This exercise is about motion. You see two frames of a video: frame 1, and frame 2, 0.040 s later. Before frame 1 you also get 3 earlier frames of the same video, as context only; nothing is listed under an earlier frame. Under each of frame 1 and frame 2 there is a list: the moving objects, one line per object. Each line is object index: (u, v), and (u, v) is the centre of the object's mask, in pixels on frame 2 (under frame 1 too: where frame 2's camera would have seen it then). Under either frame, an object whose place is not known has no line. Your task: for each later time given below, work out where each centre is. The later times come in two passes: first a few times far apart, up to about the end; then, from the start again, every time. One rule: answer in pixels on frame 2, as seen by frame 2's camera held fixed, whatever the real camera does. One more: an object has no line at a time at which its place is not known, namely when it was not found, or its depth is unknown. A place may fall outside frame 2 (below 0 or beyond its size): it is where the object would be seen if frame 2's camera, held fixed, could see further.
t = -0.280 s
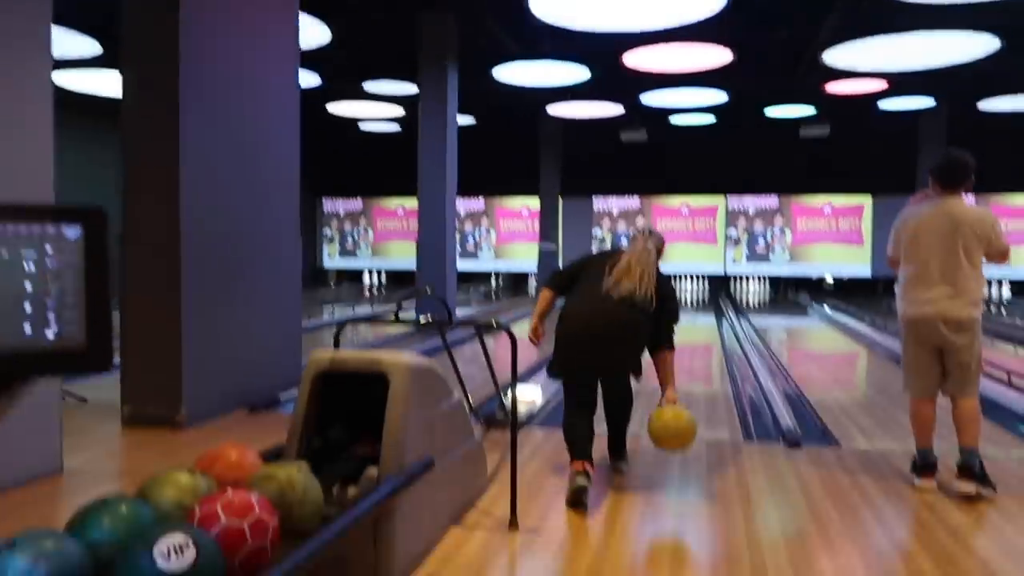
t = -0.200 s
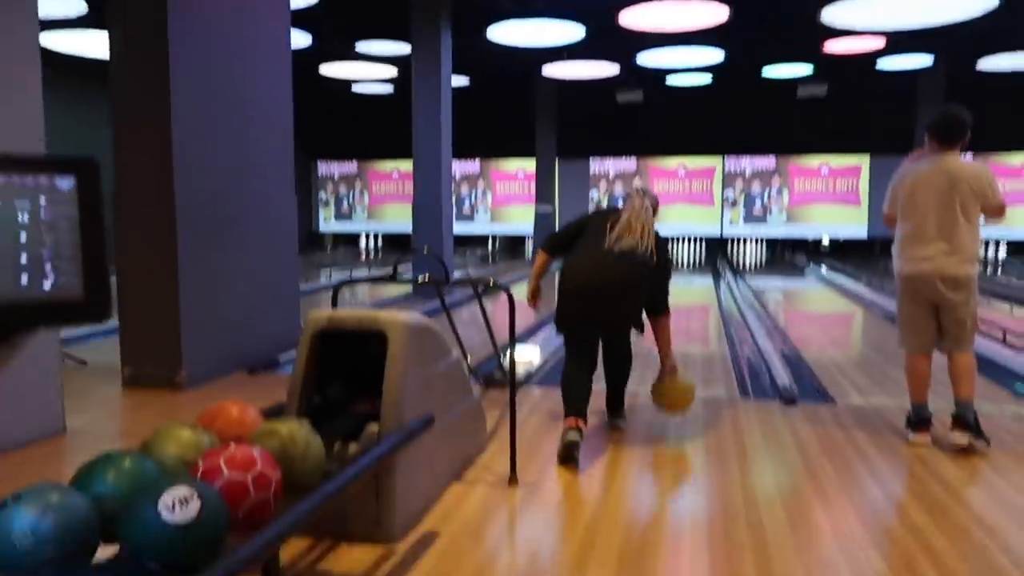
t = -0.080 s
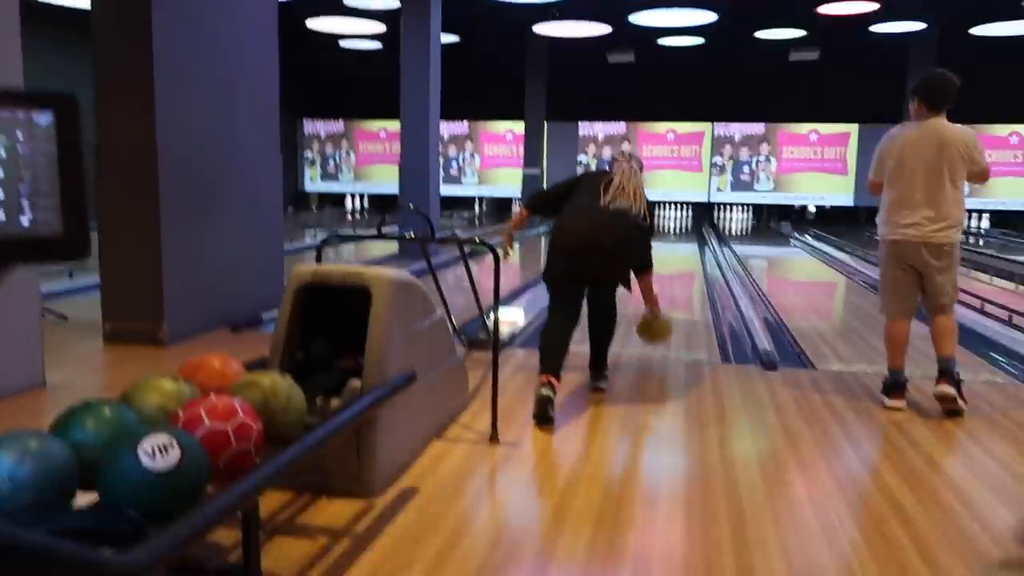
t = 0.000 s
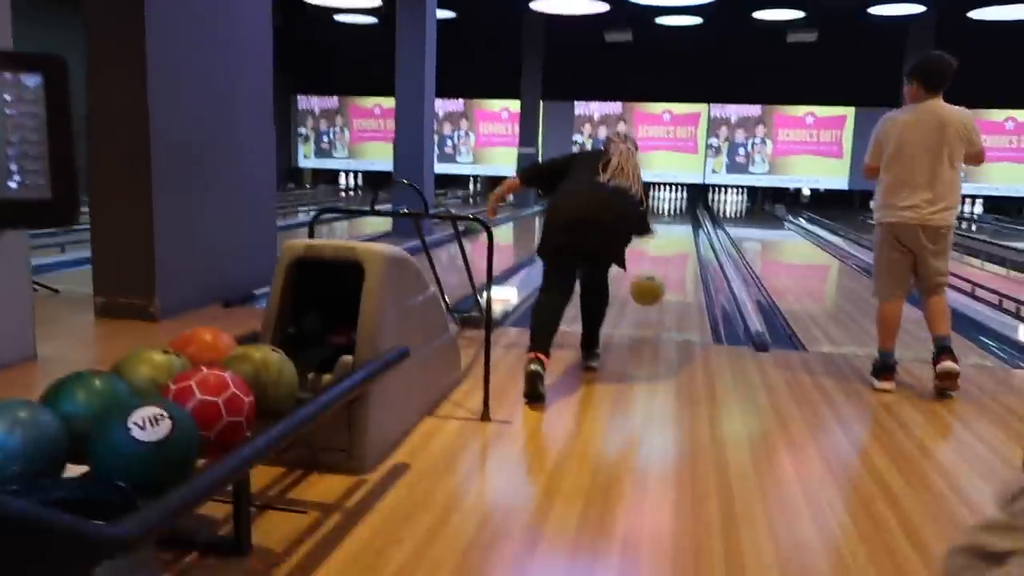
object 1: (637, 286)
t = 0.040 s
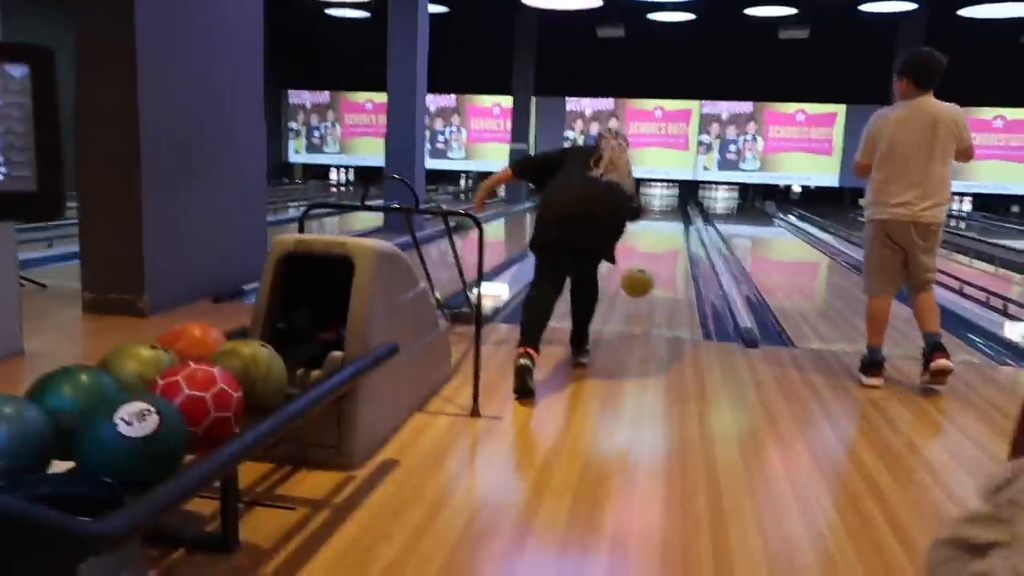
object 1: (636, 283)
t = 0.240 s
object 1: (638, 273)
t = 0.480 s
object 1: (638, 254)
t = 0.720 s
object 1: (640, 241)
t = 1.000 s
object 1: (641, 230)
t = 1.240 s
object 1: (643, 226)
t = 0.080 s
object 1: (636, 281)
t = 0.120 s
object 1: (636, 282)
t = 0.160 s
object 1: (636, 283)
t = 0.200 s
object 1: (637, 277)
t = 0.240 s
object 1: (638, 273)
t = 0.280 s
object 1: (638, 270)
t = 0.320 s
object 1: (638, 266)
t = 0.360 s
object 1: (638, 264)
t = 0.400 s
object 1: (638, 260)
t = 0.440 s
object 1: (638, 257)
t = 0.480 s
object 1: (638, 254)
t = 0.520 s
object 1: (639, 252)
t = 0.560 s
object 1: (639, 249)
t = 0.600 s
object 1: (639, 247)
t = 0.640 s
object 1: (639, 245)
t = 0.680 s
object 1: (639, 242)
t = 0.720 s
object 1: (640, 241)
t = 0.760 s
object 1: (640, 238)
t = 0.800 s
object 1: (640, 237)
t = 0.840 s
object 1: (640, 235)
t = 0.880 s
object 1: (641, 234)
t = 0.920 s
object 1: (641, 232)
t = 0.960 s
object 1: (641, 231)
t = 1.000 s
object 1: (641, 230)
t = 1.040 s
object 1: (641, 229)
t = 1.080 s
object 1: (642, 228)
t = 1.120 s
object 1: (642, 227)
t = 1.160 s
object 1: (643, 228)
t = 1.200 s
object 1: (643, 226)
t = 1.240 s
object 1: (643, 226)
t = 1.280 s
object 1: (643, 221)
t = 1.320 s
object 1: (644, 220)
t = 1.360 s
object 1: (644, 219)
